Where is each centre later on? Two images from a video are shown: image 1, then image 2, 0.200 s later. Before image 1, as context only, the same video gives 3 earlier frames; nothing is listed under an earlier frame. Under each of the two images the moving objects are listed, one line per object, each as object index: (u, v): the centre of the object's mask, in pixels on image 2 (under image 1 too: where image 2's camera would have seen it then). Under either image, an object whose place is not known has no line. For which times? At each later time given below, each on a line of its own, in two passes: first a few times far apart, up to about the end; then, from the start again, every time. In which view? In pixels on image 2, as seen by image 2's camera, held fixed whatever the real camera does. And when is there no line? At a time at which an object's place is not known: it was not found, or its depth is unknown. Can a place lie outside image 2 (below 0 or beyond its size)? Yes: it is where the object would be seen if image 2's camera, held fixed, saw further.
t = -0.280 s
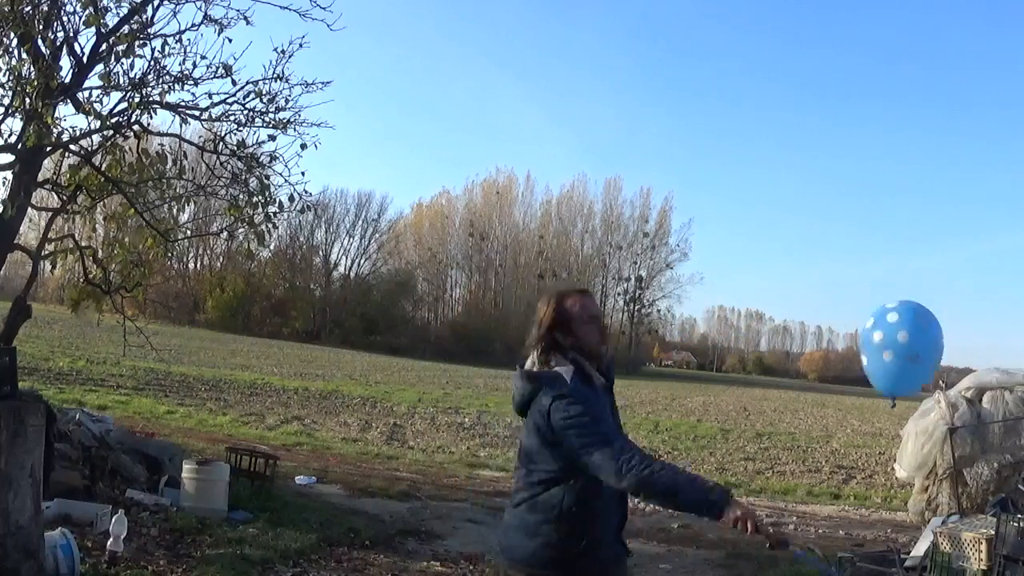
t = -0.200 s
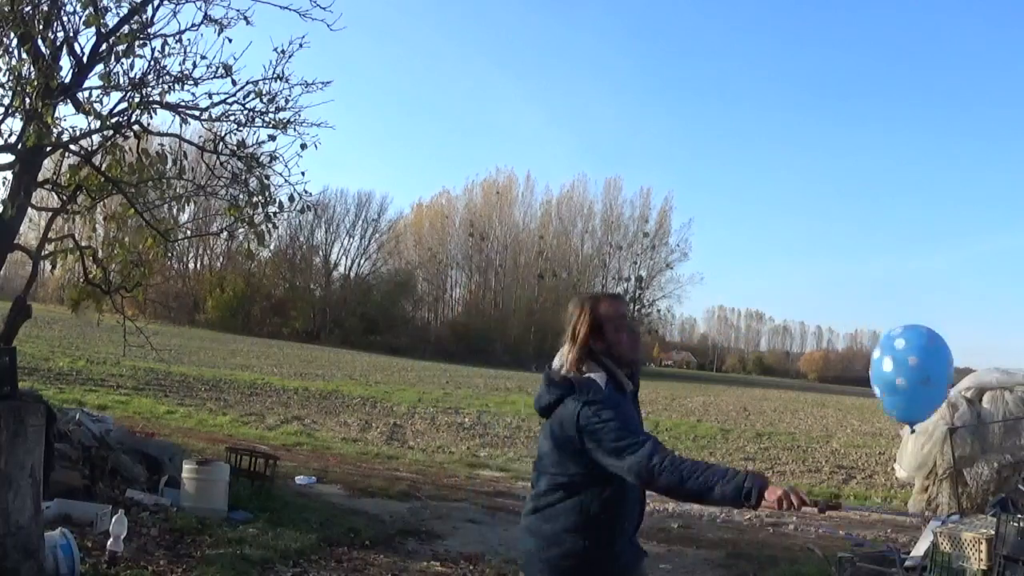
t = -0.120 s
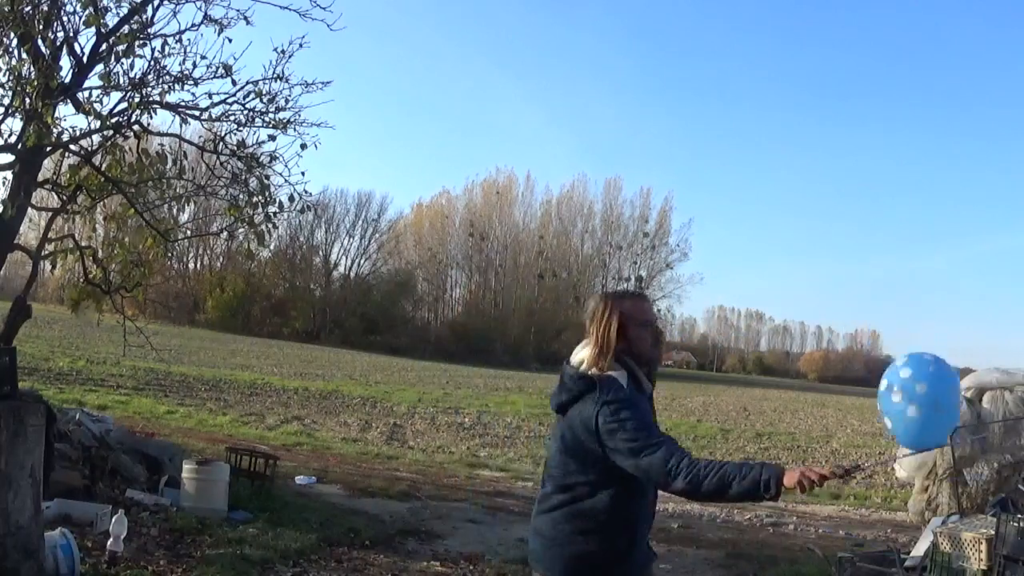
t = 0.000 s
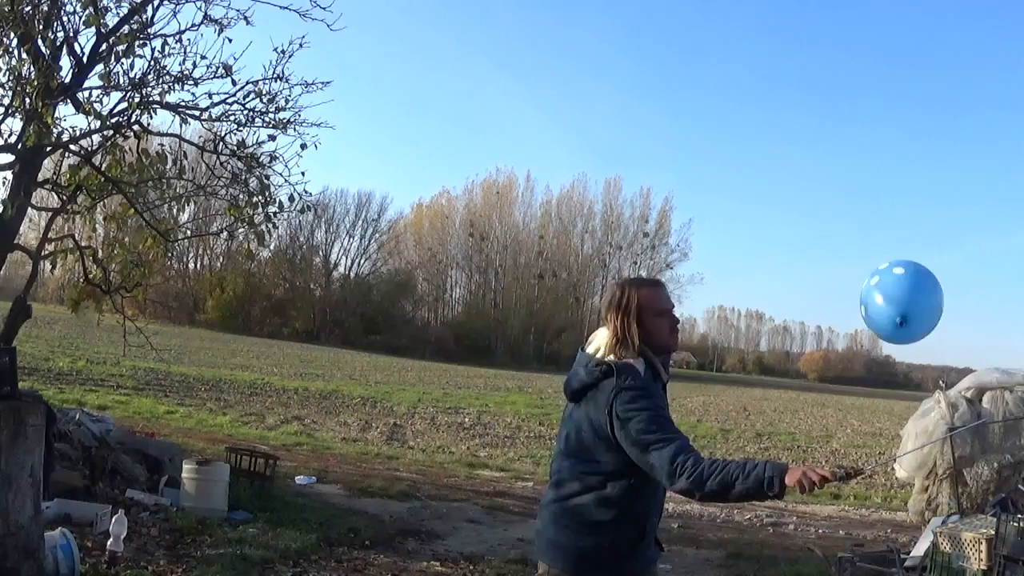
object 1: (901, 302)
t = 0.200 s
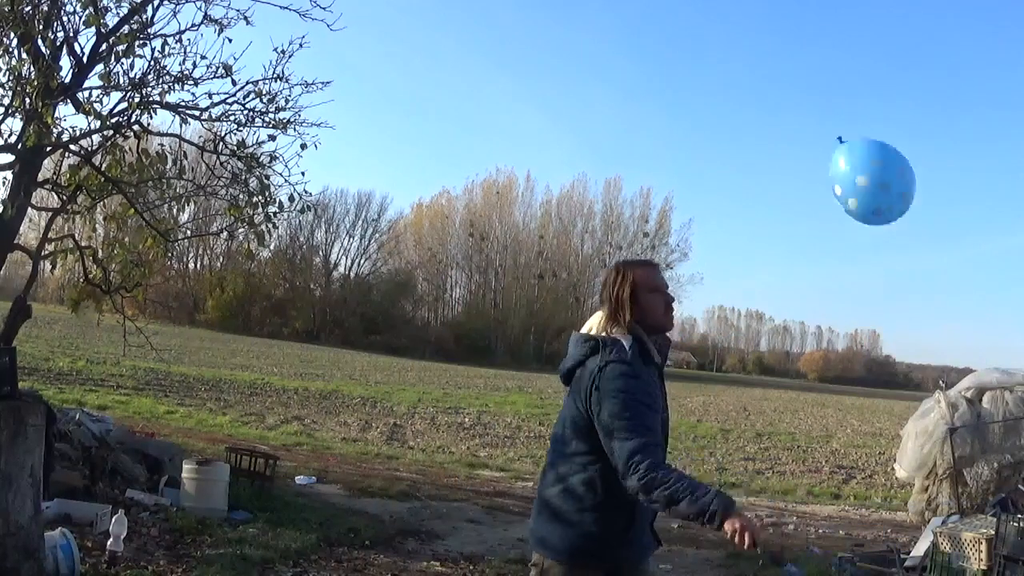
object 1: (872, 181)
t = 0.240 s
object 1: (866, 163)
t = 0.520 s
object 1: (825, 100)
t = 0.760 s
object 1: (802, 110)
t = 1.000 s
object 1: (791, 150)
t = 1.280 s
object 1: (787, 231)
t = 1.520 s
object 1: (799, 319)
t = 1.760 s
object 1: (821, 416)
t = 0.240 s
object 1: (866, 163)
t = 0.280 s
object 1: (860, 147)
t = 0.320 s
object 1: (854, 135)
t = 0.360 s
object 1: (848, 124)
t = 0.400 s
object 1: (842, 115)
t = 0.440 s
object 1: (837, 108)
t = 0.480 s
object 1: (831, 103)
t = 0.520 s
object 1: (825, 100)
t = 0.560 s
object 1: (820, 99)
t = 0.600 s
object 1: (815, 99)
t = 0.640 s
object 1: (811, 100)
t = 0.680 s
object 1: (808, 103)
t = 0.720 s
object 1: (805, 106)
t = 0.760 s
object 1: (802, 110)
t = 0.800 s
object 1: (800, 114)
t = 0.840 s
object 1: (798, 120)
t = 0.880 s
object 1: (796, 126)
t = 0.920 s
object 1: (794, 133)
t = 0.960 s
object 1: (793, 141)
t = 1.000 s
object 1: (791, 150)
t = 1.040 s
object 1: (790, 159)
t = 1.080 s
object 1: (789, 169)
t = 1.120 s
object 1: (788, 180)
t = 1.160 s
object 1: (788, 192)
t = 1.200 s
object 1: (788, 205)
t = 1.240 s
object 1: (787, 218)
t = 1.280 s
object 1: (787, 231)
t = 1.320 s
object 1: (787, 246)
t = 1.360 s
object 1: (788, 260)
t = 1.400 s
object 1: (790, 275)
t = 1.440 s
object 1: (793, 289)
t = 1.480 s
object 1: (795, 304)
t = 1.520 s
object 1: (799, 319)
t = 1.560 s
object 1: (803, 333)
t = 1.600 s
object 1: (806, 349)
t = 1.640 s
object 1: (810, 366)
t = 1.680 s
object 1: (814, 382)
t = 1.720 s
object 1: (818, 399)
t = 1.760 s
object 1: (821, 416)
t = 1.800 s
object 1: (824, 434)
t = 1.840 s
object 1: (826, 453)
